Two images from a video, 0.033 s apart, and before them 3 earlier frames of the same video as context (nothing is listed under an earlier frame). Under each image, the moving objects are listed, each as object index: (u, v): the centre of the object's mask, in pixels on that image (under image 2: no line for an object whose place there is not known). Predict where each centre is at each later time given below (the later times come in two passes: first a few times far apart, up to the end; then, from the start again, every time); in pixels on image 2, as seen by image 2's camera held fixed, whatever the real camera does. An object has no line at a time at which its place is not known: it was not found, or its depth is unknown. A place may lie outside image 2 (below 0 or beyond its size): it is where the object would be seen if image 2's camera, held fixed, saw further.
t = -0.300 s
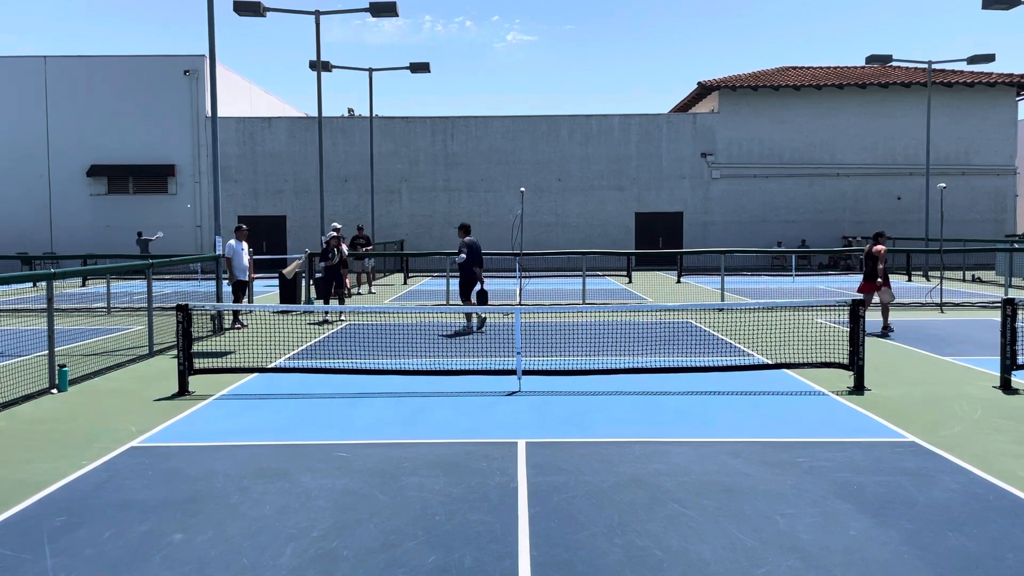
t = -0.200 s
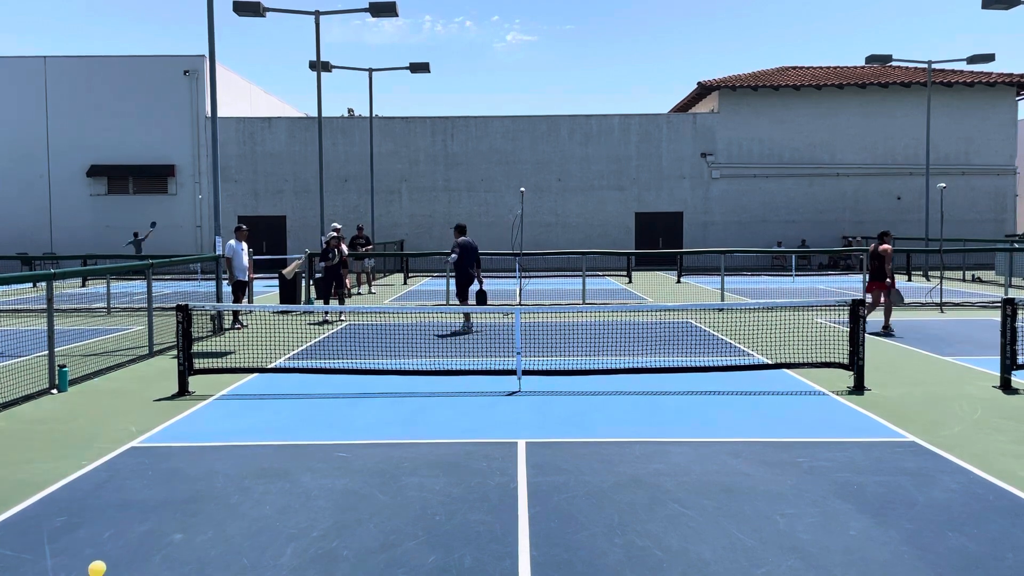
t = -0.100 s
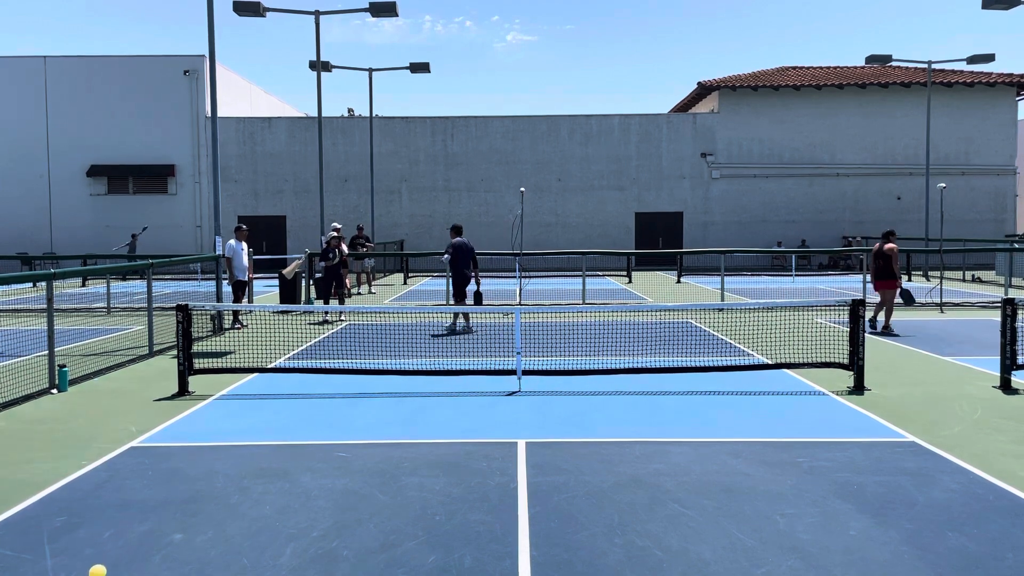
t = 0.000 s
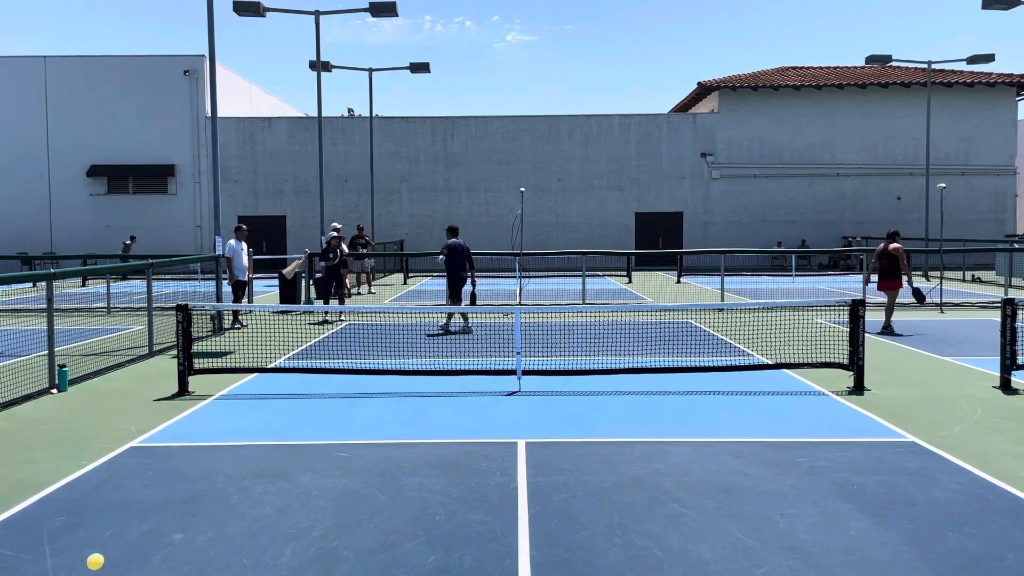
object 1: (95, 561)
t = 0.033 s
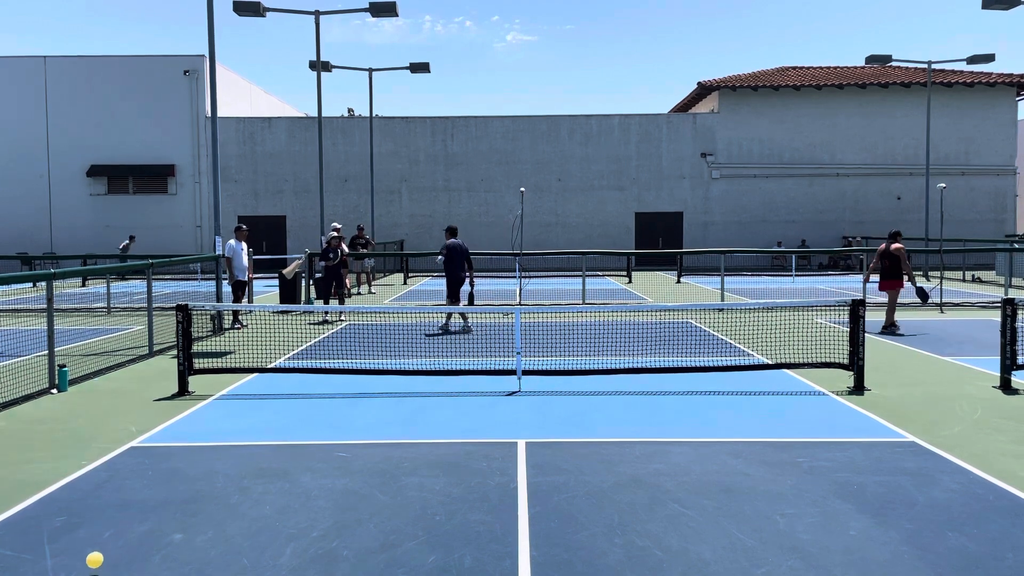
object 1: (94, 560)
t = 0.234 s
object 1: (90, 555)
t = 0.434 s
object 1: (86, 545)
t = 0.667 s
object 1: (81, 538)
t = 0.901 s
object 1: (76, 530)
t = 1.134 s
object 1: (71, 523)
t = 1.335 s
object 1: (68, 519)
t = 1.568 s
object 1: (63, 514)
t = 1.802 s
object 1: (60, 510)
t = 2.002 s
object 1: (57, 507)
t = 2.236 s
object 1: (54, 505)
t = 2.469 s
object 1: (51, 502)
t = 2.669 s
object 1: (49, 501)
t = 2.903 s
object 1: (45, 500)
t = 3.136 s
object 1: (41, 499)
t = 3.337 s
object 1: (37, 498)
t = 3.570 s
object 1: (34, 498)
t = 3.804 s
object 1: (31, 497)
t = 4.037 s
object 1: (30, 497)
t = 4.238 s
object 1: (30, 497)
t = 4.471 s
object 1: (28, 498)
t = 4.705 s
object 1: (27, 499)
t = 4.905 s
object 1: (27, 500)
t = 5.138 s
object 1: (26, 501)
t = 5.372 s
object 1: (26, 502)
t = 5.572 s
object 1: (26, 503)
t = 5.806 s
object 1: (25, 504)
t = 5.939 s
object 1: (25, 505)
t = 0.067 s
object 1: (94, 560)
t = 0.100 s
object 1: (93, 563)
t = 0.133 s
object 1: (92, 559)
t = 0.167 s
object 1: (91, 555)
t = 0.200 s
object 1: (91, 554)
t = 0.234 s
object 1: (90, 555)
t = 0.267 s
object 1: (90, 555)
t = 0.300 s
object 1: (89, 551)
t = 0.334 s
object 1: (88, 549)
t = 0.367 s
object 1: (87, 549)
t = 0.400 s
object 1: (87, 548)
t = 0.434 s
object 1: (86, 545)
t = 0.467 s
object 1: (85, 544)
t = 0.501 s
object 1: (85, 545)
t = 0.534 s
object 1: (84, 542)
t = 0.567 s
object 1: (83, 542)
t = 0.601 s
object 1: (83, 540)
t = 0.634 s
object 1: (82, 540)
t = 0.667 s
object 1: (81, 538)
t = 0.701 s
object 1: (80, 537)
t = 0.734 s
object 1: (80, 536)
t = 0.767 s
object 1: (79, 535)
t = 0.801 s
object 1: (78, 533)
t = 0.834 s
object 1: (78, 532)
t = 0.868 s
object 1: (77, 531)
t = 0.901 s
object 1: (76, 530)
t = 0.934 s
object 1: (76, 529)
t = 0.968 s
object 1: (75, 528)
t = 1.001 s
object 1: (74, 527)
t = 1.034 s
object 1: (73, 526)
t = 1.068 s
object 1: (73, 525)
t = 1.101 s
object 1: (72, 524)
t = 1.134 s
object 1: (71, 523)
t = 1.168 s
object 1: (71, 523)
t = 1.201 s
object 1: (70, 522)
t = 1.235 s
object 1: (70, 521)
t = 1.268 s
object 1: (69, 520)
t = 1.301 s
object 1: (68, 519)
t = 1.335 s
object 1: (68, 519)
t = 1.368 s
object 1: (67, 518)
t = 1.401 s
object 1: (66, 517)
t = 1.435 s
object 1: (65, 516)
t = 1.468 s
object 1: (65, 516)
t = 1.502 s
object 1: (64, 515)
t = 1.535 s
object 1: (64, 514)
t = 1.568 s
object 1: (63, 514)
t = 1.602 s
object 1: (63, 513)
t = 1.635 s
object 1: (62, 513)
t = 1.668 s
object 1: (62, 512)
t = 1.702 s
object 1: (61, 511)
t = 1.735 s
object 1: (61, 511)
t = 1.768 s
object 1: (61, 510)
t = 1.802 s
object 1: (60, 510)
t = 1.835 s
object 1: (60, 509)
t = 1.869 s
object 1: (59, 509)
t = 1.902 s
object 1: (59, 508)
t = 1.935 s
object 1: (58, 508)
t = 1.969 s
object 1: (57, 508)
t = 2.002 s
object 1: (57, 507)
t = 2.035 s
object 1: (56, 507)
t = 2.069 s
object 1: (56, 506)
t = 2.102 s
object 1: (56, 506)
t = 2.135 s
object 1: (55, 506)
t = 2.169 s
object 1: (55, 505)
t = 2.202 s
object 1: (54, 505)
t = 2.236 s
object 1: (54, 505)
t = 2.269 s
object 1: (53, 504)
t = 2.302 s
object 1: (53, 504)
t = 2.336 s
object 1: (53, 504)
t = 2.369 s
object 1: (52, 503)
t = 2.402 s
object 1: (52, 503)
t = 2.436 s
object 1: (52, 503)
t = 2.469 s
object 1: (51, 502)
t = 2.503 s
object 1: (51, 502)
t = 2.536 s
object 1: (50, 502)
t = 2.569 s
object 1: (50, 502)
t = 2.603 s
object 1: (50, 501)
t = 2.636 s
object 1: (49, 501)
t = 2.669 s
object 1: (49, 501)
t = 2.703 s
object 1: (48, 501)
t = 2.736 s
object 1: (48, 500)
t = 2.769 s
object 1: (47, 500)
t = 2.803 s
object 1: (47, 500)
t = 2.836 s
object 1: (46, 500)
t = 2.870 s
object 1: (46, 500)
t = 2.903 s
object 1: (45, 500)
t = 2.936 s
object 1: (44, 500)
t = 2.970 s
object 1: (44, 500)
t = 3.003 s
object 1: (43, 499)
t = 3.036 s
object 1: (43, 499)
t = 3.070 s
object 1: (42, 499)
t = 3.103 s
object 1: (42, 499)
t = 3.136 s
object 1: (41, 499)
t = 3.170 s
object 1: (40, 498)
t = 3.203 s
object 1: (40, 499)
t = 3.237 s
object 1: (39, 499)
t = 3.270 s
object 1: (38, 499)
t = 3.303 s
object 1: (38, 498)
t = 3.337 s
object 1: (37, 498)
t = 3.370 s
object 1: (37, 498)
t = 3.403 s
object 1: (36, 498)
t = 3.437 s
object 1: (36, 498)
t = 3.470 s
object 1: (36, 498)
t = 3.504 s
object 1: (35, 498)
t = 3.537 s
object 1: (35, 498)
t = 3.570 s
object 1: (34, 498)
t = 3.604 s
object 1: (33, 498)
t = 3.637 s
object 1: (33, 497)
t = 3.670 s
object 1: (33, 497)
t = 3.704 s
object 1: (32, 497)
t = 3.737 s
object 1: (32, 497)
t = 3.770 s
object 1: (32, 497)
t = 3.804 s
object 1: (31, 497)
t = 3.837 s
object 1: (31, 497)
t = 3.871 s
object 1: (31, 497)
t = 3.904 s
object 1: (31, 497)
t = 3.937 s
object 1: (31, 497)
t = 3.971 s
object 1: (30, 497)
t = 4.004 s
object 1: (30, 497)
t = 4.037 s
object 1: (30, 497)
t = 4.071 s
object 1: (30, 497)
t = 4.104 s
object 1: (30, 497)
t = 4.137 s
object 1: (30, 497)
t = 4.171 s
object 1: (30, 497)
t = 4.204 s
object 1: (30, 497)
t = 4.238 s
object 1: (30, 497)
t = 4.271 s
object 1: (30, 498)
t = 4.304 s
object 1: (29, 497)
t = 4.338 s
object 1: (29, 498)
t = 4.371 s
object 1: (29, 498)
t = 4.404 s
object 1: (28, 498)
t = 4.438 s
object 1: (28, 498)
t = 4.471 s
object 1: (28, 498)
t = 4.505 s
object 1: (28, 498)
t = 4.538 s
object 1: (28, 498)
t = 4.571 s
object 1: (28, 498)
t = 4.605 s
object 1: (28, 499)
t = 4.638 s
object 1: (28, 499)
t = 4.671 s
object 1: (28, 499)
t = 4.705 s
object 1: (27, 499)
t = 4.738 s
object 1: (27, 499)
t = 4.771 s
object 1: (27, 499)
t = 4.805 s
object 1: (27, 499)
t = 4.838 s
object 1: (27, 500)
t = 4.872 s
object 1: (27, 500)
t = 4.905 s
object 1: (27, 500)
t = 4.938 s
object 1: (27, 500)
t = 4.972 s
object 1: (27, 500)
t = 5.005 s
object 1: (27, 500)
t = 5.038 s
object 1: (26, 500)
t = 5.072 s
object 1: (26, 500)
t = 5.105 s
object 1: (26, 501)
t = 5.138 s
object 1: (26, 501)
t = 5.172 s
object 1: (26, 501)
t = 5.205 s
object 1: (26, 501)
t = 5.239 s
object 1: (26, 501)
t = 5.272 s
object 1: (25, 501)
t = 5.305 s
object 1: (26, 502)
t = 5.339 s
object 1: (25, 502)
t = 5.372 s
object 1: (26, 502)
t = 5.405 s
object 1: (26, 502)
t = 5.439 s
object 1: (26, 502)
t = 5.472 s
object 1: (25, 502)
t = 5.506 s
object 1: (25, 503)
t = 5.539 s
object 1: (26, 503)
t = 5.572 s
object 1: (26, 503)
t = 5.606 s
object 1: (26, 503)
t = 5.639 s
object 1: (26, 504)
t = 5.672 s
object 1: (26, 504)
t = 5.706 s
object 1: (26, 504)
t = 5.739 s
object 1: (26, 504)
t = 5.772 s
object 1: (26, 504)
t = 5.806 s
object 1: (25, 504)
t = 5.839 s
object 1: (25, 505)
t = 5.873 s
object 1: (25, 505)
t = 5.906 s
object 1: (25, 505)
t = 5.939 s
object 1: (25, 505)
